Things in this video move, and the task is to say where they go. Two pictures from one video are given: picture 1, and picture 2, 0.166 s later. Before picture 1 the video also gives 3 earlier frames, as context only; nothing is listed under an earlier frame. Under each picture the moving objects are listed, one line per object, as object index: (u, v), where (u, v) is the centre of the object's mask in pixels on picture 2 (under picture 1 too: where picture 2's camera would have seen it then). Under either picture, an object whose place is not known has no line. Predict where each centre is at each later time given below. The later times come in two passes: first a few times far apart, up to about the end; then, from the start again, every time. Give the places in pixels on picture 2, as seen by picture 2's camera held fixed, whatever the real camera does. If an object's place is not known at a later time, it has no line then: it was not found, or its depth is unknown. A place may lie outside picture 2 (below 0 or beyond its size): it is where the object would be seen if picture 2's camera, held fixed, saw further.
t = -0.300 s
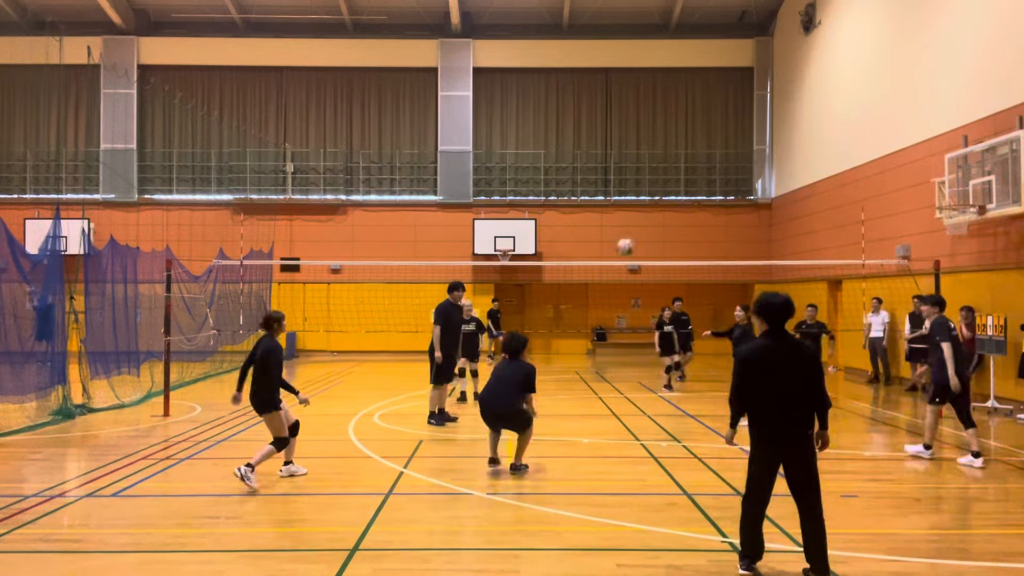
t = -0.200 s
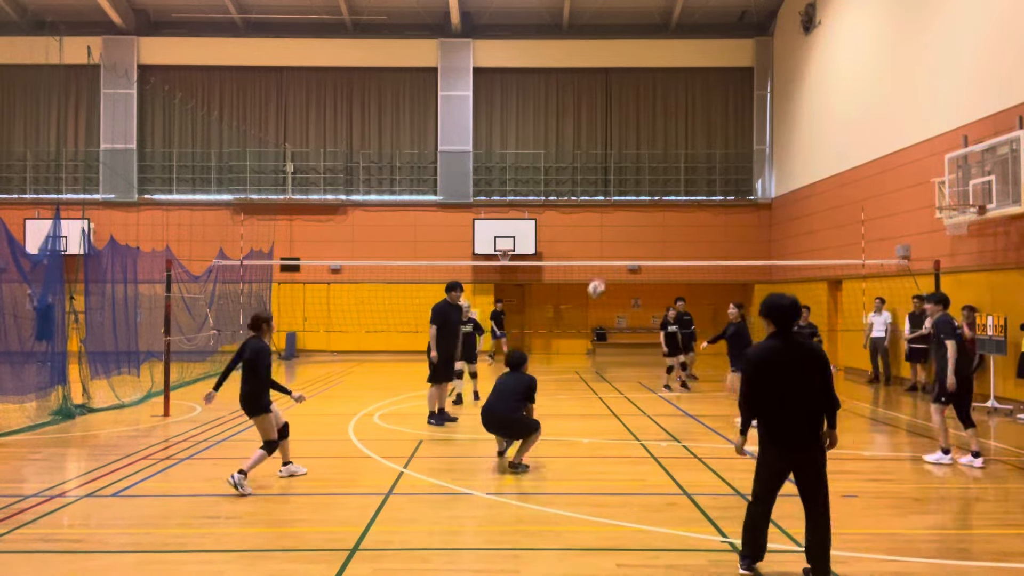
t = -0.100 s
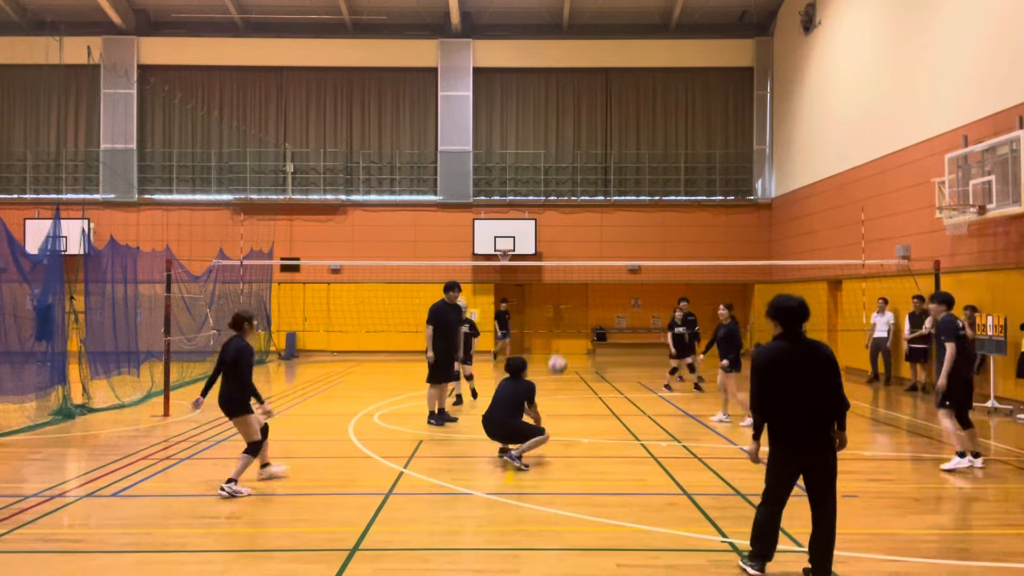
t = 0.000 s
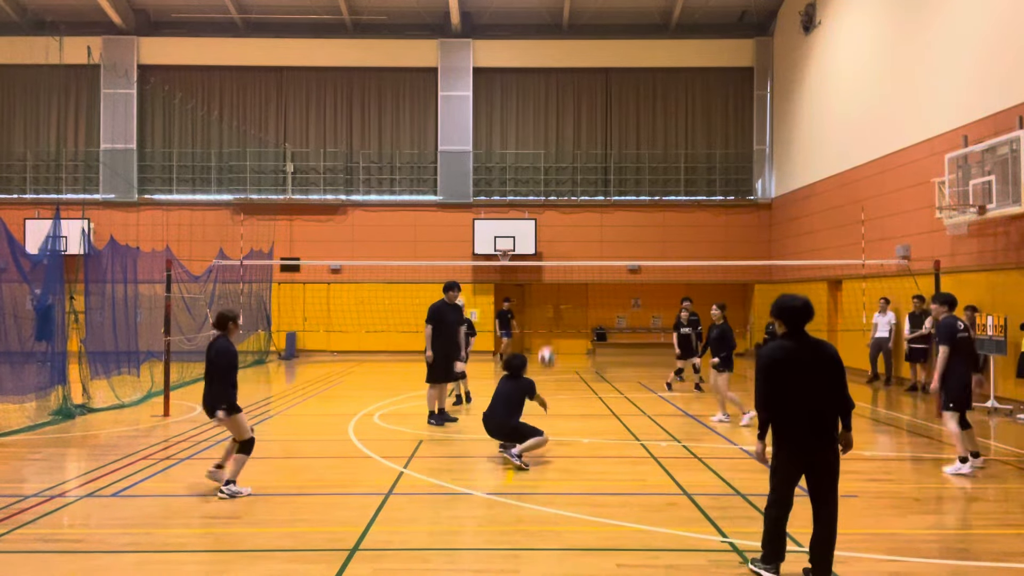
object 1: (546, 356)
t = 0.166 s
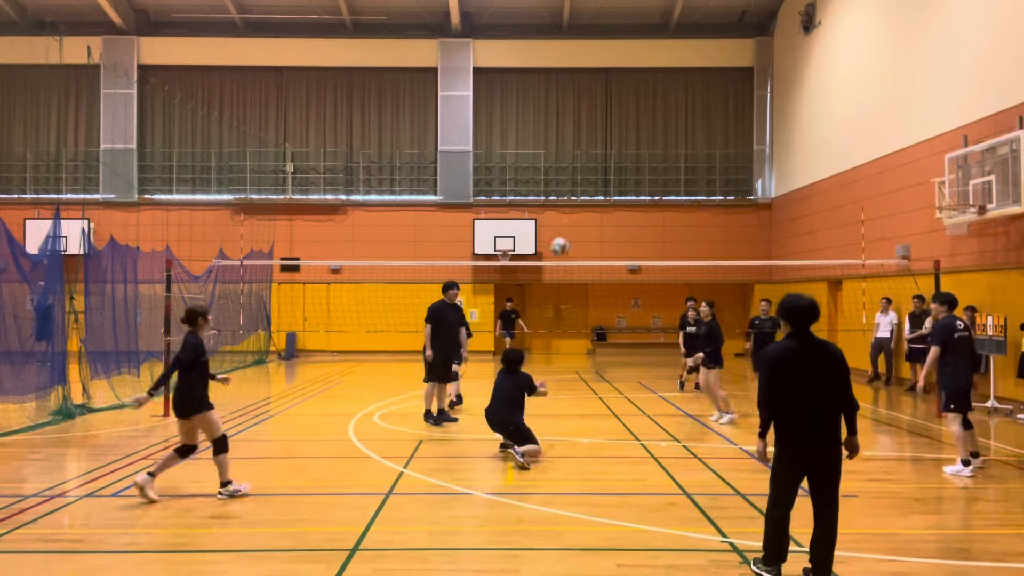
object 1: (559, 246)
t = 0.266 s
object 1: (566, 196)
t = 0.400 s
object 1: (576, 146)
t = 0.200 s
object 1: (562, 229)
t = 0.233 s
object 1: (564, 212)
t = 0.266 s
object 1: (566, 196)
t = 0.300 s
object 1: (569, 183)
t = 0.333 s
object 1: (571, 169)
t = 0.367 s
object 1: (573, 157)
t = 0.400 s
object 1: (576, 146)
